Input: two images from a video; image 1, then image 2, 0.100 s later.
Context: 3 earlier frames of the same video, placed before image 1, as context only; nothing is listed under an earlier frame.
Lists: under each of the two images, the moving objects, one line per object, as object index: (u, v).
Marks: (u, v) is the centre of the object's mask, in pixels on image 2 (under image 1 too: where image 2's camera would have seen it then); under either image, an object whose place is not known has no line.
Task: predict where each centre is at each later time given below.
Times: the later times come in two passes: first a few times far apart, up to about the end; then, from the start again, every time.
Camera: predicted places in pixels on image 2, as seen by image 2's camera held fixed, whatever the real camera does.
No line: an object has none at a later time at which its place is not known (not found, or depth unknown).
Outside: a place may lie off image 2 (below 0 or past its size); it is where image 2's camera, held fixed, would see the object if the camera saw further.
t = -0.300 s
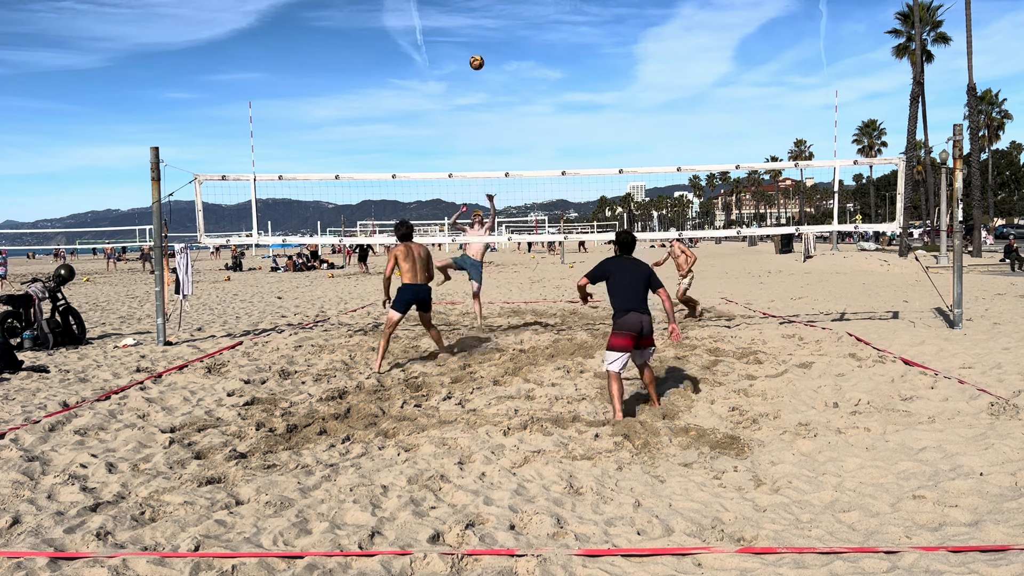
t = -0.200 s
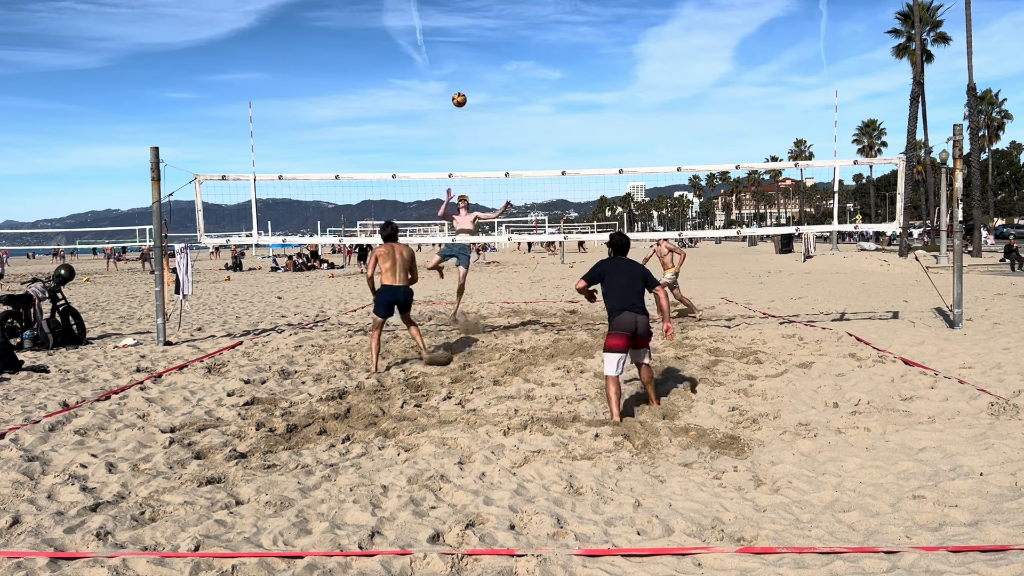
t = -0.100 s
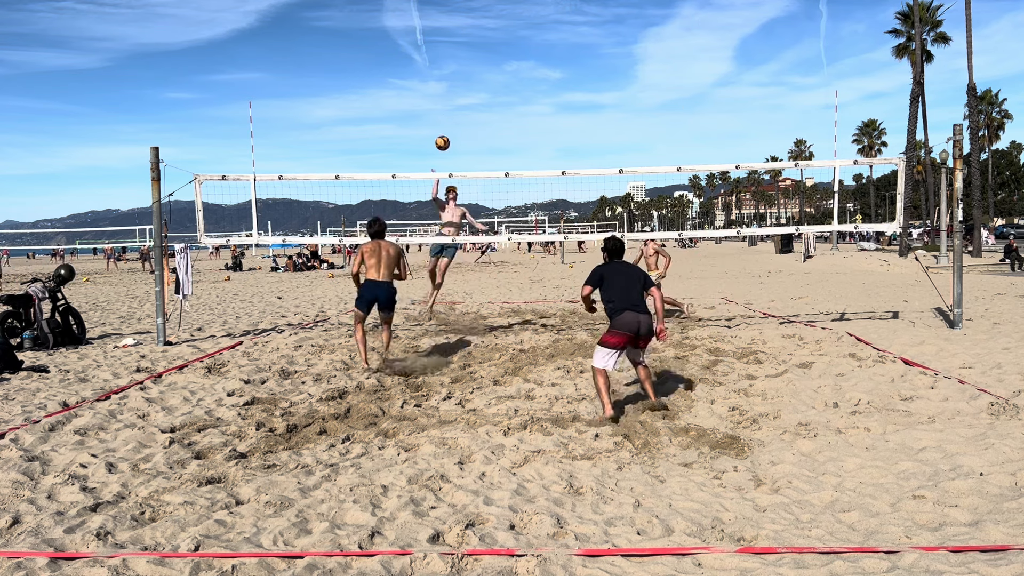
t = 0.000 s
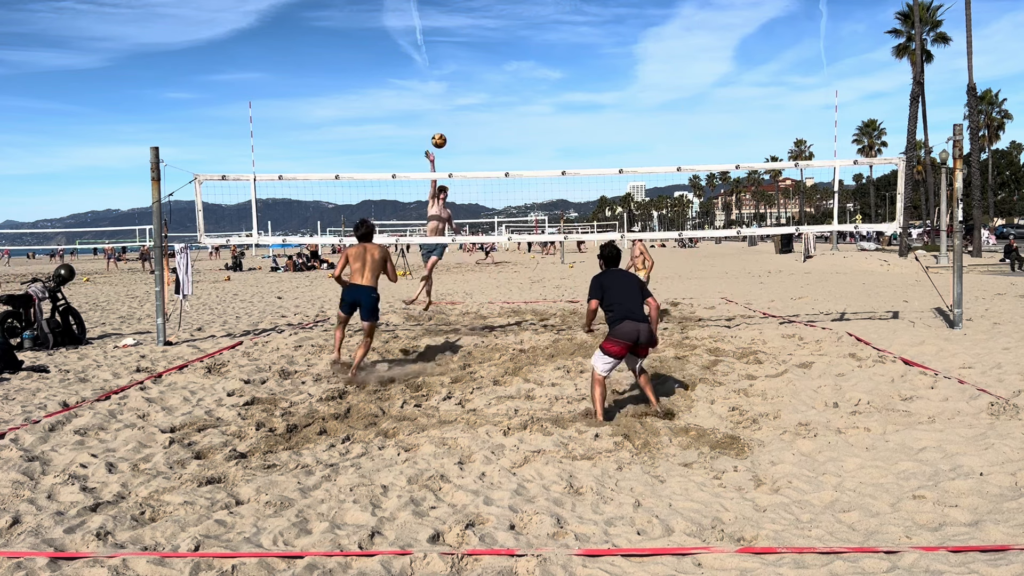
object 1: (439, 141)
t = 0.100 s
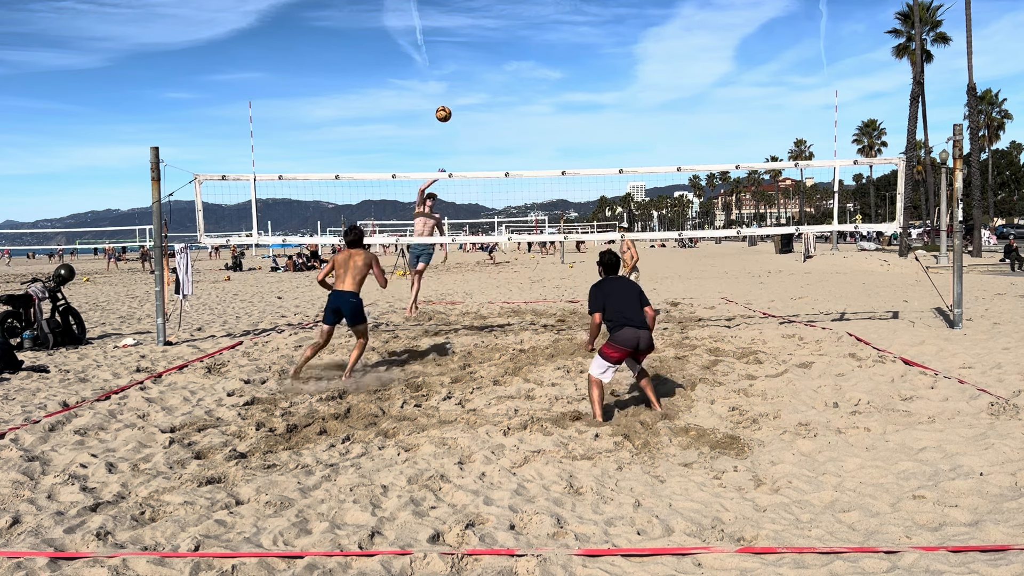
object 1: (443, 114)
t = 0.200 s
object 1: (449, 94)
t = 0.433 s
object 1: (466, 75)
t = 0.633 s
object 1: (485, 97)
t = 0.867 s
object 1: (513, 181)
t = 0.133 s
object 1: (445, 106)
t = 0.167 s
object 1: (447, 100)
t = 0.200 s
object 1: (449, 94)
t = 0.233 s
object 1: (451, 89)
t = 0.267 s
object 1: (453, 84)
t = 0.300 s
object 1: (455, 80)
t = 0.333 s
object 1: (458, 78)
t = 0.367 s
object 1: (460, 76)
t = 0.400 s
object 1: (463, 75)
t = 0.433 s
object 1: (466, 75)
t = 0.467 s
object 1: (469, 75)
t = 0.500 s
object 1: (472, 77)
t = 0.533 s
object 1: (475, 81)
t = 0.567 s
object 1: (478, 85)
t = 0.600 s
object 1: (482, 90)
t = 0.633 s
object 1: (485, 97)
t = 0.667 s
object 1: (489, 104)
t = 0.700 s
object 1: (493, 114)
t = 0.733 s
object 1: (497, 125)
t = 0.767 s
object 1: (501, 136)
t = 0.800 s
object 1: (505, 150)
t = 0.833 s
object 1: (509, 165)
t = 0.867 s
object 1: (513, 181)
